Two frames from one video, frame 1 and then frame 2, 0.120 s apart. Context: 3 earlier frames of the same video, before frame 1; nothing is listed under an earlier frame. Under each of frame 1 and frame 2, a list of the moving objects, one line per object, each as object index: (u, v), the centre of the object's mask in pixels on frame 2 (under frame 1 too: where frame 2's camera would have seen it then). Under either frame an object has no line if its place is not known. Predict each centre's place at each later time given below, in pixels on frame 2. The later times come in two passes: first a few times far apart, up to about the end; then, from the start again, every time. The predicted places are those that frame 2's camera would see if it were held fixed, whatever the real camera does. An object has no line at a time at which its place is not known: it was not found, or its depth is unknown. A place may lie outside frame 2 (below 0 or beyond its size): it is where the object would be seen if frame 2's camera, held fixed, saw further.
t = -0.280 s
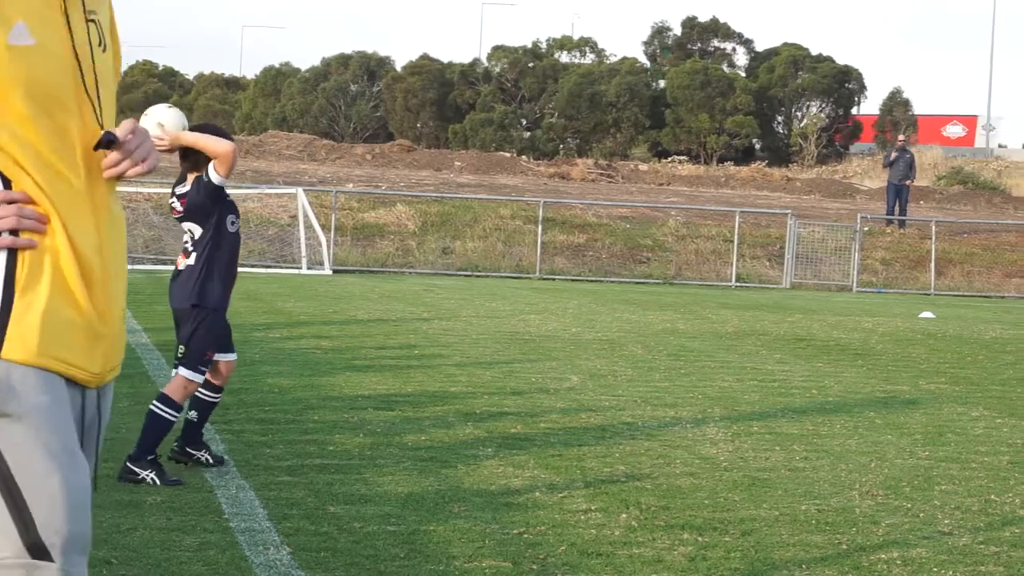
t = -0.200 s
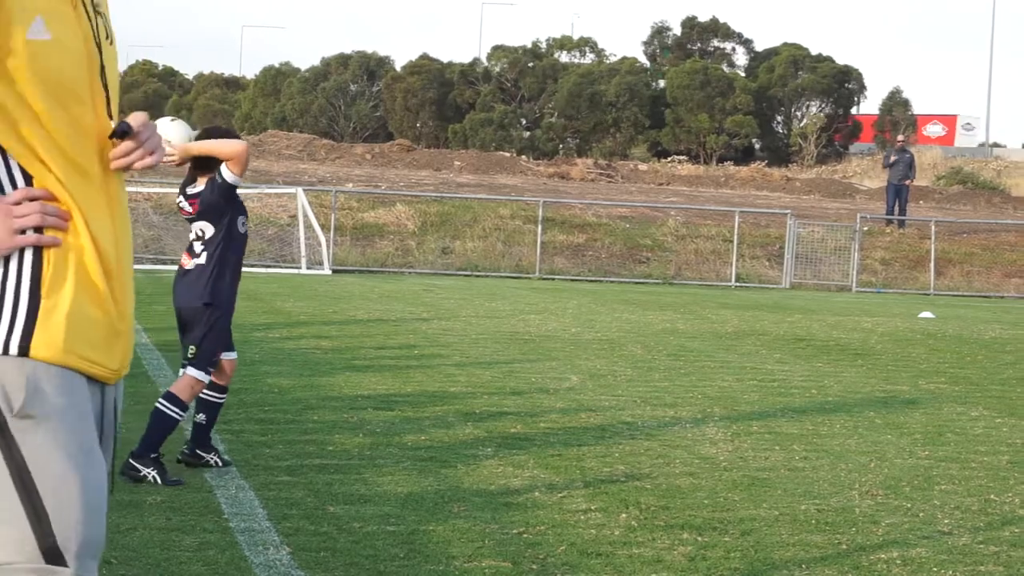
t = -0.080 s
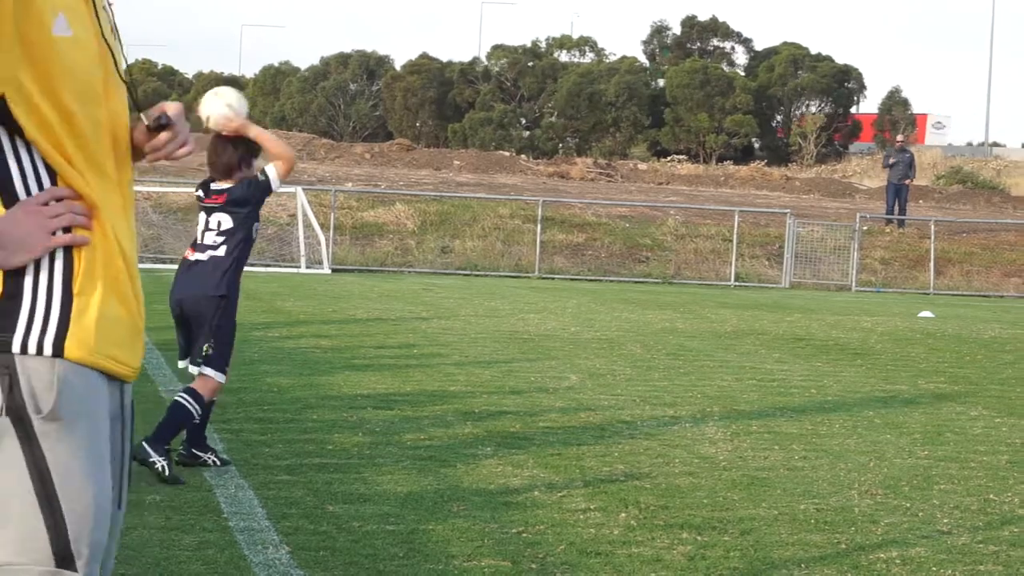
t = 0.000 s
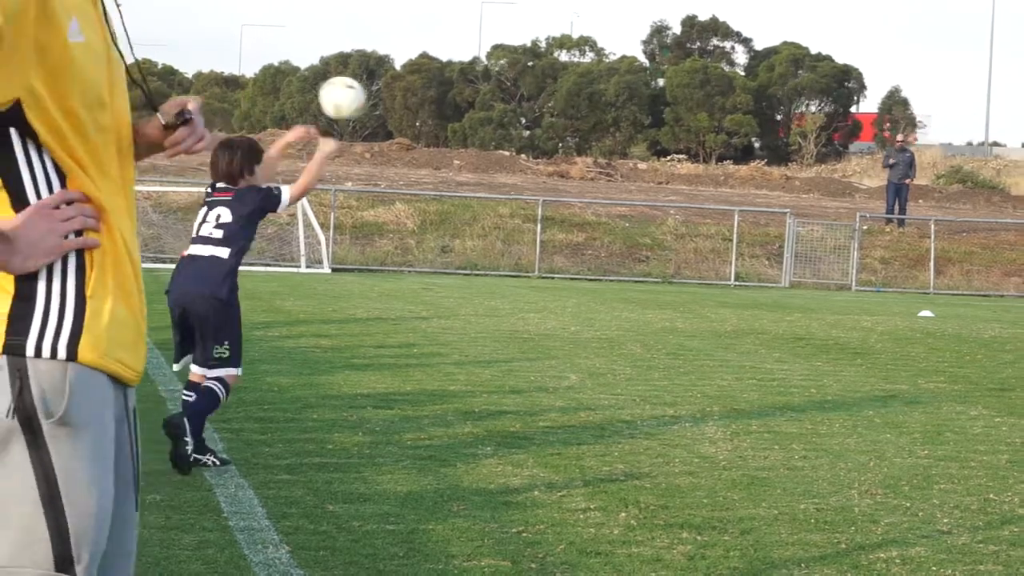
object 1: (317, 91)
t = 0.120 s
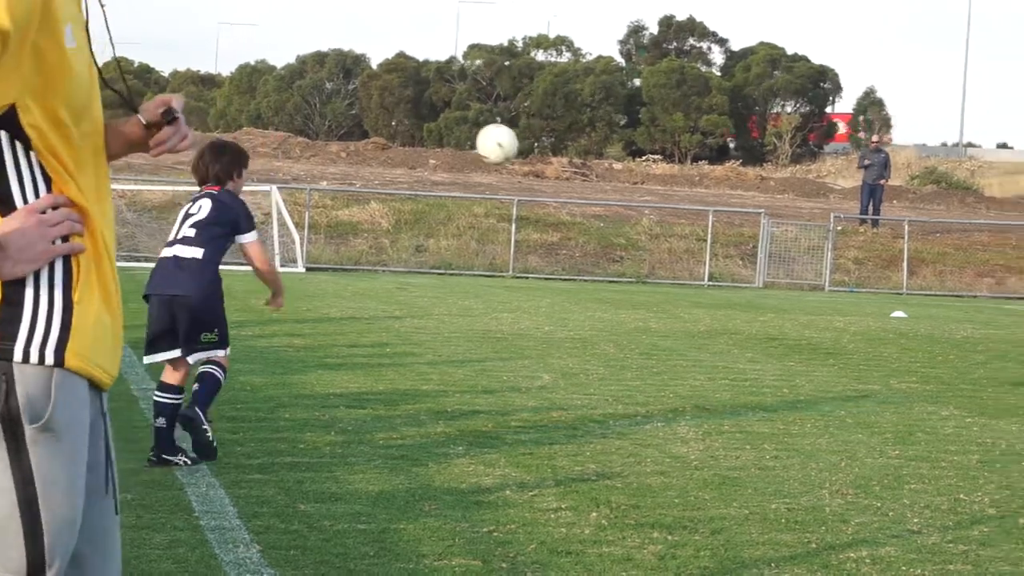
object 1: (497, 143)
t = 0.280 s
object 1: (676, 236)
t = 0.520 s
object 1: (857, 362)
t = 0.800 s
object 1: (932, 280)
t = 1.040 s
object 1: (976, 314)
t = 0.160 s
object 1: (546, 163)
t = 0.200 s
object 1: (593, 186)
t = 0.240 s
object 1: (636, 210)
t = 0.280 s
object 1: (676, 236)
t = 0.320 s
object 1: (715, 264)
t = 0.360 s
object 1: (751, 293)
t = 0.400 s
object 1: (784, 323)
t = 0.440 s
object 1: (816, 355)
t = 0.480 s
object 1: (844, 384)
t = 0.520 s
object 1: (857, 362)
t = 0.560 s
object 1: (870, 341)
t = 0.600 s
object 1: (881, 324)
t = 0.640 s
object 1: (892, 309)
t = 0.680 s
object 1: (902, 298)
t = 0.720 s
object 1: (912, 290)
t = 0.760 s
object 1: (922, 284)
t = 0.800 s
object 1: (932, 280)
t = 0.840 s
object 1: (940, 281)
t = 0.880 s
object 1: (948, 282)
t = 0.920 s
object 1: (956, 287)
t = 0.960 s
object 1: (963, 295)
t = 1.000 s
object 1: (970, 304)
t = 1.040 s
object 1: (976, 314)
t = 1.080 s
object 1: (982, 328)
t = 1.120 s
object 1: (987, 339)
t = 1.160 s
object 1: (992, 357)
